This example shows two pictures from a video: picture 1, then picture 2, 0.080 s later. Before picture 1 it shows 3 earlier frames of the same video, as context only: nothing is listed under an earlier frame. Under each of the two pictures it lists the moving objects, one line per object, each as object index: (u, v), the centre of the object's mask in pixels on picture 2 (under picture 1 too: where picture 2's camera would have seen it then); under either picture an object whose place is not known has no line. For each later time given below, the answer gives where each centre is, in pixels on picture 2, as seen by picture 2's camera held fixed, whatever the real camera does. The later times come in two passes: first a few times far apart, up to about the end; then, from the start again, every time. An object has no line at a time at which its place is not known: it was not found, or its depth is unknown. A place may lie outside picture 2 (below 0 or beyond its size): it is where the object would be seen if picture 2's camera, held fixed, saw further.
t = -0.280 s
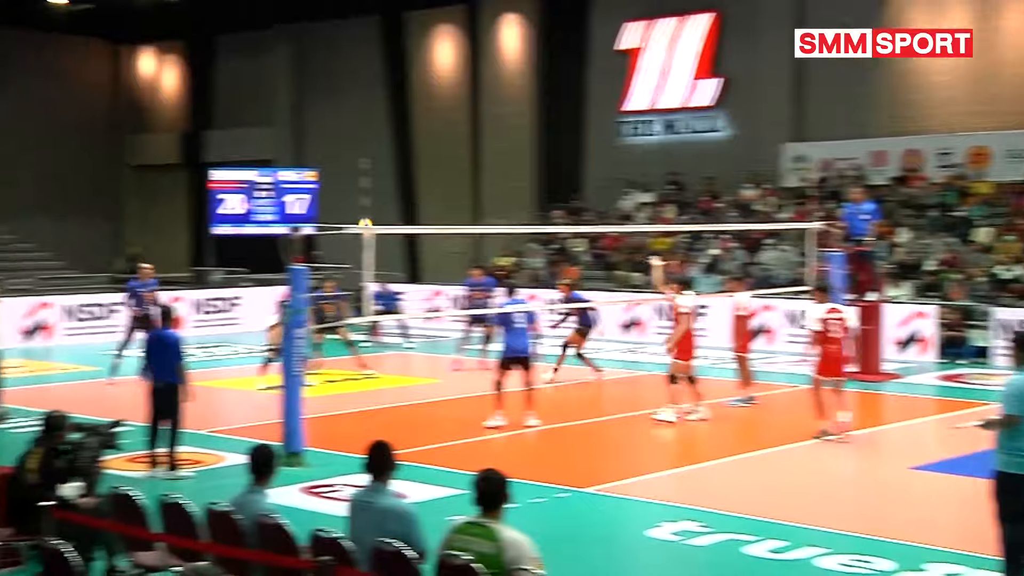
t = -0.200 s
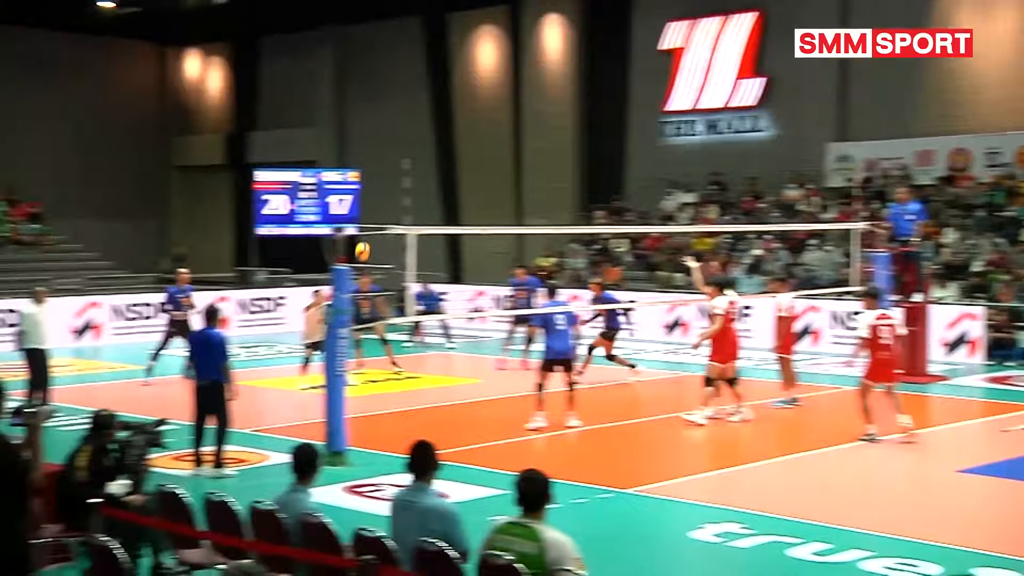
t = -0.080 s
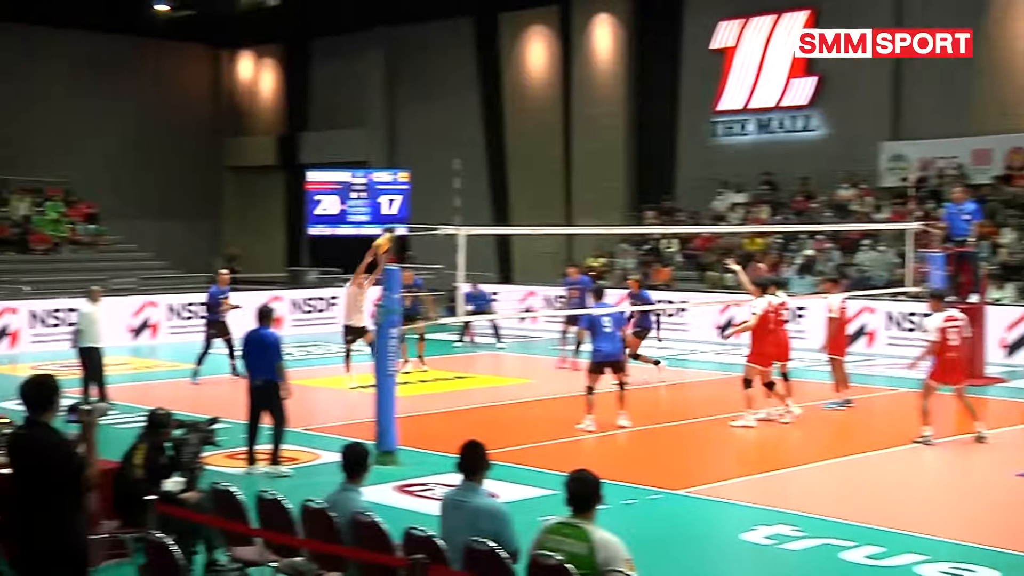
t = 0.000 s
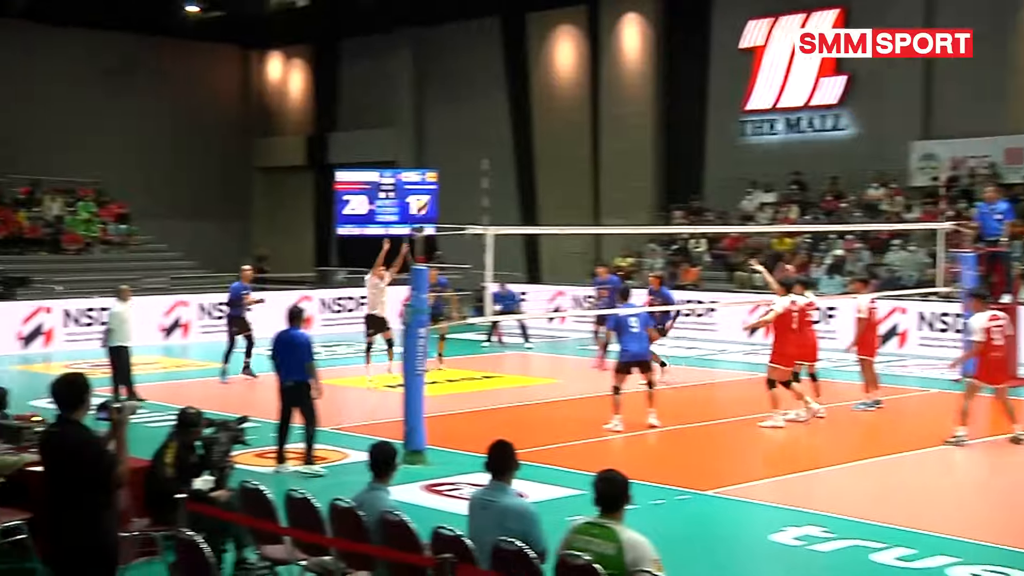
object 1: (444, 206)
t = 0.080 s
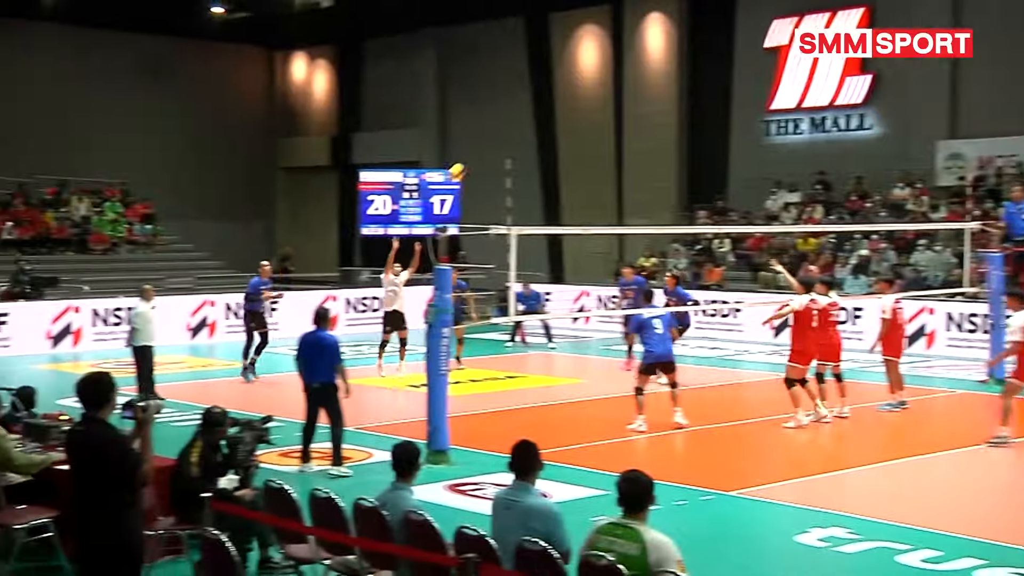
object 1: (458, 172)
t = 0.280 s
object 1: (483, 111)
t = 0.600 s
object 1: (527, 66)
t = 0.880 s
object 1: (566, 85)
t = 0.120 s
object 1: (461, 159)
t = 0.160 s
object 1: (467, 145)
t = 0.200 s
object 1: (472, 132)
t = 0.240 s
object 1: (478, 121)
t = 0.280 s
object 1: (483, 111)
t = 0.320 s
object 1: (489, 101)
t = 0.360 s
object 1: (494, 93)
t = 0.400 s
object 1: (499, 86)
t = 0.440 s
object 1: (505, 80)
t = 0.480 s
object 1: (510, 75)
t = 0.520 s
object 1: (516, 71)
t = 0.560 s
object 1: (521, 68)
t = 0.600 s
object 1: (527, 66)
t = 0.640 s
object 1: (532, 65)
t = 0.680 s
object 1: (538, 66)
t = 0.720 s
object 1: (544, 67)
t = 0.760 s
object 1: (549, 70)
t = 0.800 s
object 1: (555, 74)
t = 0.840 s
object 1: (561, 79)
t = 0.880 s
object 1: (566, 85)
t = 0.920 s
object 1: (572, 93)
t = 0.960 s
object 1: (577, 102)
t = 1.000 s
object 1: (582, 112)
